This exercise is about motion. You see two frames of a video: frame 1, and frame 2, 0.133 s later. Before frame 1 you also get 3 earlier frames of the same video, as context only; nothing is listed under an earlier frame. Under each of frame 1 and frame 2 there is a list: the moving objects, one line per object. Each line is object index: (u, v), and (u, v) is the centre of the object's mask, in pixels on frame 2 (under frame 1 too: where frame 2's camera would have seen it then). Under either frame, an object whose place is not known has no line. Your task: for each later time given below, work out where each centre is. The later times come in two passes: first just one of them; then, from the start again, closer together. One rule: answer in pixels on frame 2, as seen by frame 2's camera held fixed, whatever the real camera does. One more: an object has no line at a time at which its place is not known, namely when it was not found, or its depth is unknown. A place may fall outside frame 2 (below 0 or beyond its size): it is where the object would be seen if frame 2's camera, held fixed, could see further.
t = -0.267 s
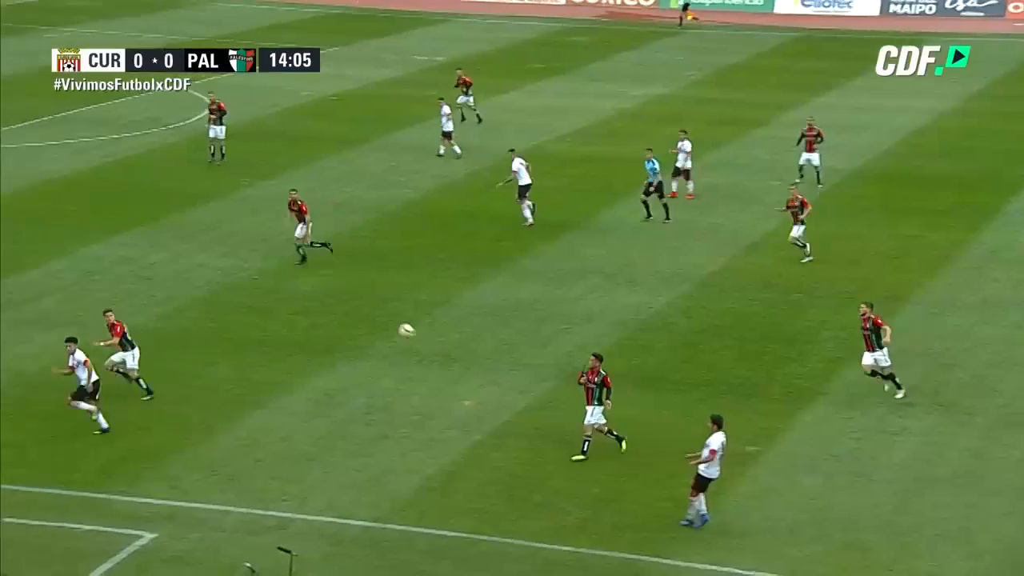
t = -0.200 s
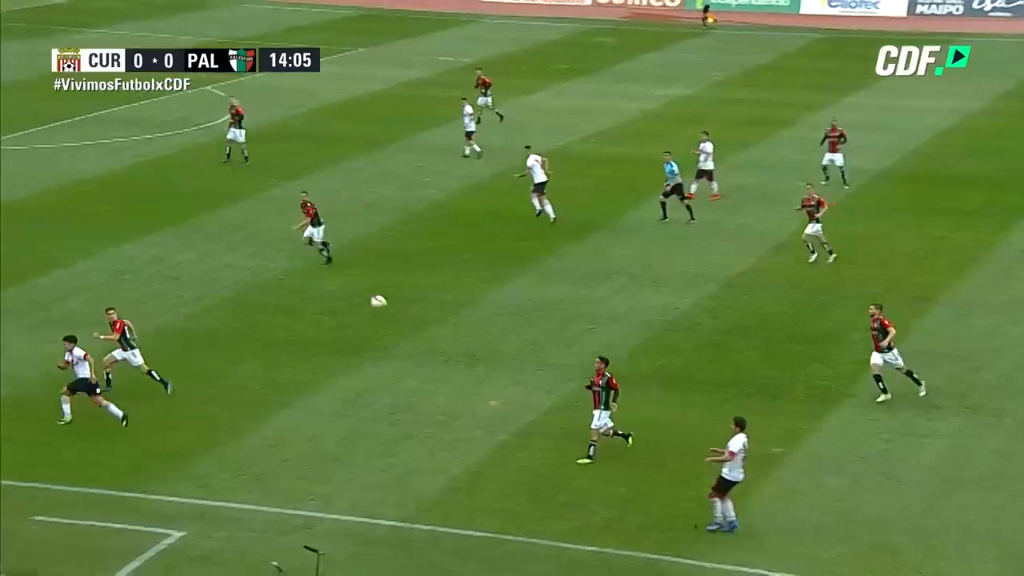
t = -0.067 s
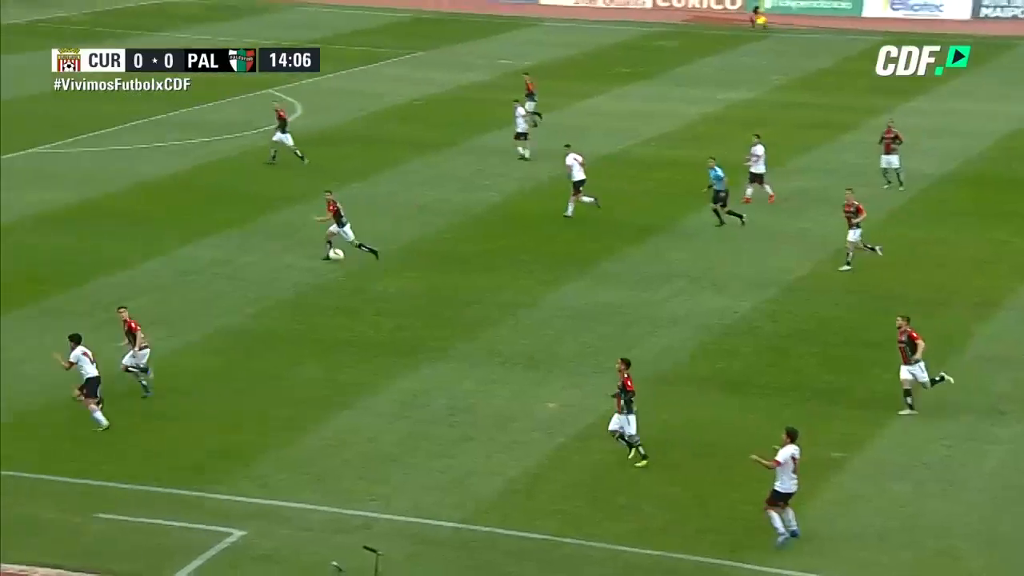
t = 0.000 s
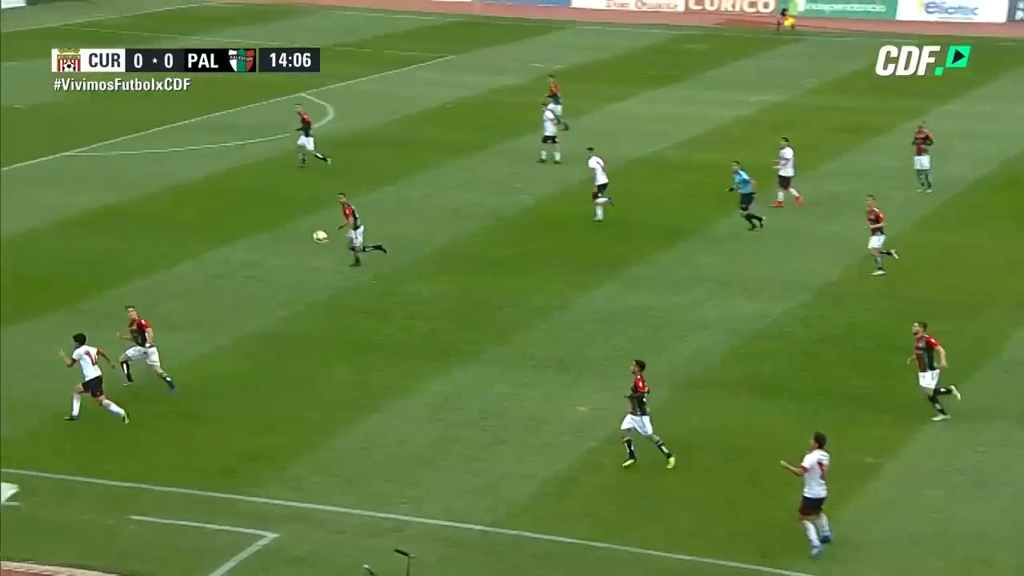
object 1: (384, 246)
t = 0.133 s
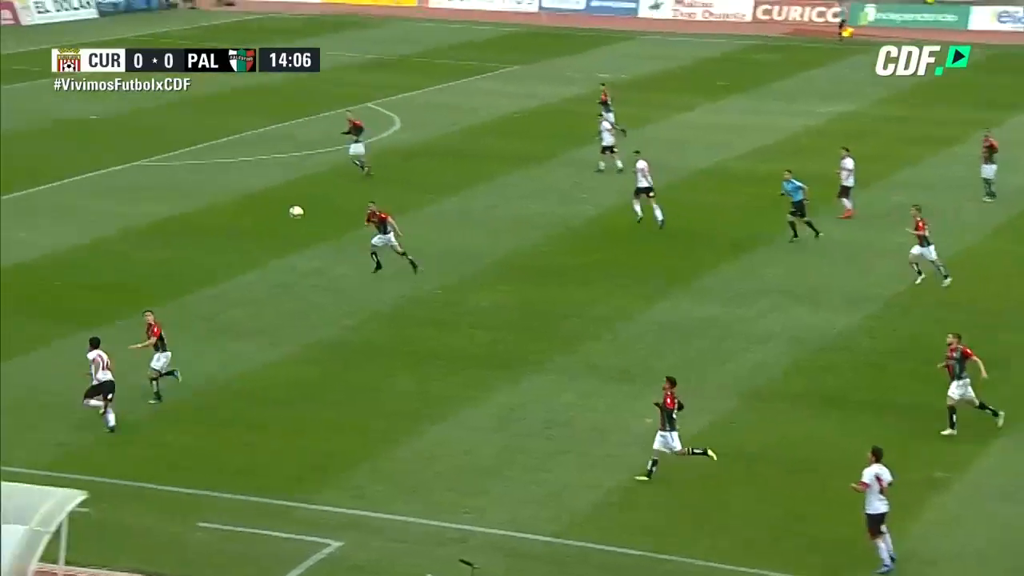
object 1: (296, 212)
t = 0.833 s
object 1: (-80, 185)
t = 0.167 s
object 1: (276, 205)
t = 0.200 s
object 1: (257, 198)
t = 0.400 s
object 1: (140, 173)
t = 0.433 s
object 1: (122, 171)
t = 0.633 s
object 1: (17, 168)
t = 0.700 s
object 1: (-16, 172)
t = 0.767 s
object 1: (-48, 178)
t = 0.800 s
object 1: (-64, 181)
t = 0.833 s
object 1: (-80, 185)
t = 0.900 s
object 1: (-109, 194)
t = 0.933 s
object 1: (-124, 200)
